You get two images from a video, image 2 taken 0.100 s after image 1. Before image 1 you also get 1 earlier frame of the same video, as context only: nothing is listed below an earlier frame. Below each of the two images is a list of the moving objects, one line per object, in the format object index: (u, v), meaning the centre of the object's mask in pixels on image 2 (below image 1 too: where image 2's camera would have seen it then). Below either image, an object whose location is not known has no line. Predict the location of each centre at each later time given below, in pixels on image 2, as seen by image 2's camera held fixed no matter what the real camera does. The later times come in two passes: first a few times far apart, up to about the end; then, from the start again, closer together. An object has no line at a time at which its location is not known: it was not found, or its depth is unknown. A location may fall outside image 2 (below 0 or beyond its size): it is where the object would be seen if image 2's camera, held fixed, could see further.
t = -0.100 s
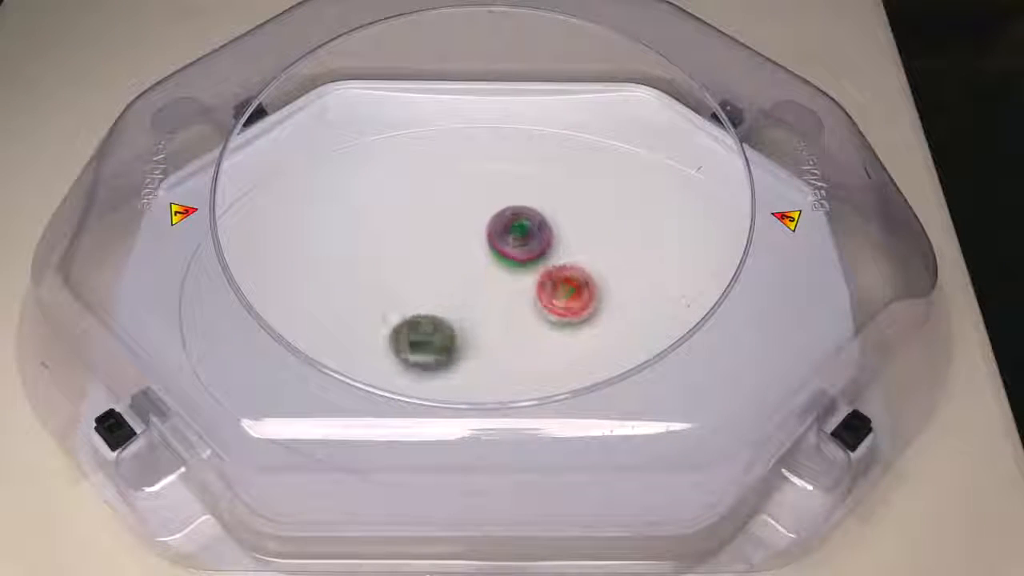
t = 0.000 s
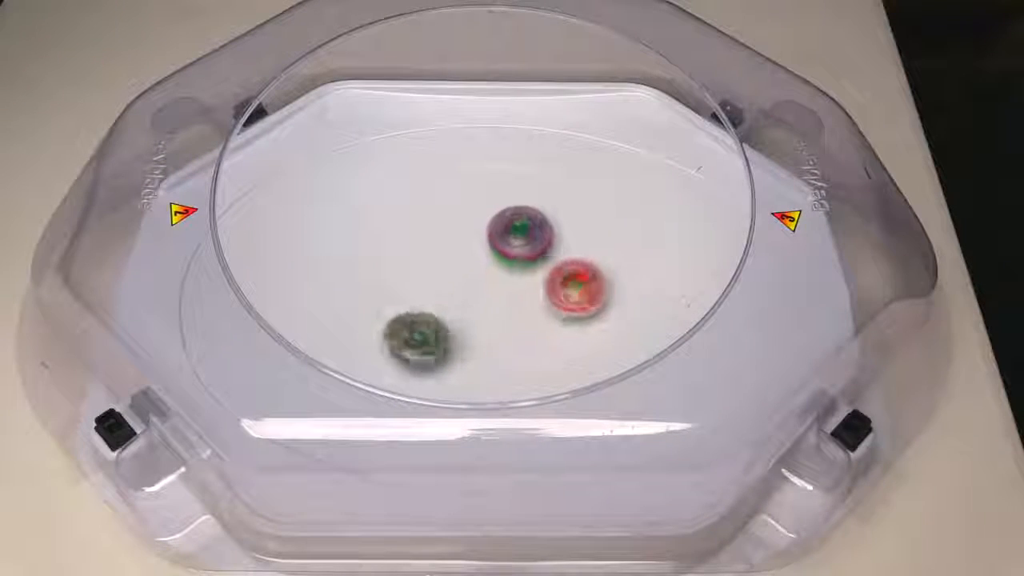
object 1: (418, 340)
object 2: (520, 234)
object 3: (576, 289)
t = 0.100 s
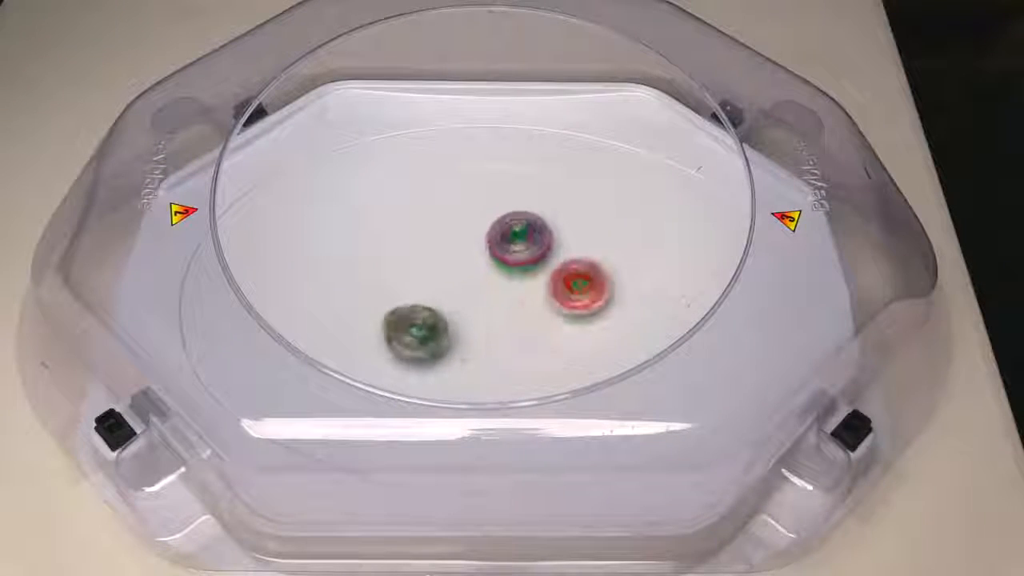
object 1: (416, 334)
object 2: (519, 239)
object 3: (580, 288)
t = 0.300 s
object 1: (430, 318)
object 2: (507, 261)
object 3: (577, 286)
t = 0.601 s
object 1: (455, 321)
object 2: (485, 268)
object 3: (564, 281)
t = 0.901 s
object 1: (476, 330)
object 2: (475, 254)
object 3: (559, 273)
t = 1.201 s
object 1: (492, 325)
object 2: (473, 264)
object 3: (553, 269)
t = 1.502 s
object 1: (497, 334)
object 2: (474, 257)
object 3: (543, 265)
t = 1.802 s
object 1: (511, 317)
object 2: (451, 267)
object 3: (544, 266)
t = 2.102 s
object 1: (493, 322)
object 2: (438, 257)
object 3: (553, 261)
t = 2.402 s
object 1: (490, 304)
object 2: (441, 266)
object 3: (538, 262)
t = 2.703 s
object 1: (483, 335)
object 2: (437, 268)
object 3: (539, 251)
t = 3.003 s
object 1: (492, 309)
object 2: (430, 278)
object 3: (517, 256)
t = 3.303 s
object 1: (511, 327)
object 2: (434, 276)
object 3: (497, 249)
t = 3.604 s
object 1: (496, 315)
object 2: (425, 290)
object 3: (491, 252)
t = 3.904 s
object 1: (499, 314)
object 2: (414, 284)
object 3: (484, 259)
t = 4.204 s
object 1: (495, 329)
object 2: (416, 280)
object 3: (484, 267)
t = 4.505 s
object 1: (497, 319)
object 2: (418, 296)
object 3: (483, 264)
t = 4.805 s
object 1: (507, 312)
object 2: (417, 296)
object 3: (502, 259)
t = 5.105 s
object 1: (503, 318)
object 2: (427, 305)
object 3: (514, 267)
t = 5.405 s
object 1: (501, 320)
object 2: (432, 306)
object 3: (518, 273)
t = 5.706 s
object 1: (506, 321)
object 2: (438, 302)
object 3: (517, 272)
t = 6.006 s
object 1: (509, 322)
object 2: (447, 295)
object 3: (517, 272)
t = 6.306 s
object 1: (510, 323)
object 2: (454, 293)
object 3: (518, 272)
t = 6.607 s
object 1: (510, 323)
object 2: (454, 287)
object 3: (518, 272)
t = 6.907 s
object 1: (509, 323)
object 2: (452, 292)
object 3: (517, 272)
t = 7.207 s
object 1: (510, 323)
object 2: (458, 288)
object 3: (518, 272)
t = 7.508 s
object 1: (510, 323)
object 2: (456, 298)
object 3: (519, 272)
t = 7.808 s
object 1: (510, 324)
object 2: (459, 286)
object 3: (520, 272)
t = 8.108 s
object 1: (512, 324)
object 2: (465, 287)
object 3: (520, 272)
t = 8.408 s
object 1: (512, 324)
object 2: (465, 287)
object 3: (520, 272)
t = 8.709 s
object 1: (512, 324)
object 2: (465, 288)
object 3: (520, 272)
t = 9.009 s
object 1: (512, 324)
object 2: (465, 287)
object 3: (520, 272)
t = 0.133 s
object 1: (417, 331)
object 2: (519, 242)
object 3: (580, 287)
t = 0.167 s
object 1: (417, 329)
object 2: (518, 244)
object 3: (580, 288)
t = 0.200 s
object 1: (420, 326)
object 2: (515, 248)
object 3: (580, 288)
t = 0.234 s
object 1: (423, 323)
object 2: (514, 251)
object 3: (580, 288)
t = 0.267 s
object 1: (425, 321)
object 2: (510, 254)
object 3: (579, 286)
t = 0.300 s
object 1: (430, 318)
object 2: (507, 261)
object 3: (577, 286)
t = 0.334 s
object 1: (433, 316)
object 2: (504, 264)
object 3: (576, 286)
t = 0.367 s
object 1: (438, 315)
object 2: (501, 267)
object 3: (574, 286)
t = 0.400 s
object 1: (444, 313)
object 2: (498, 270)
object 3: (572, 286)
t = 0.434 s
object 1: (447, 313)
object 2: (495, 272)
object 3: (569, 285)
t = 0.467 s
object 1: (447, 314)
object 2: (497, 271)
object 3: (567, 284)
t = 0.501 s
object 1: (446, 316)
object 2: (494, 271)
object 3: (567, 283)
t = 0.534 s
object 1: (449, 317)
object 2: (490, 270)
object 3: (568, 283)
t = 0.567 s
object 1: (452, 319)
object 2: (489, 269)
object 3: (566, 284)
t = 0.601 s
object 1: (455, 321)
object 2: (485, 268)
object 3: (564, 281)
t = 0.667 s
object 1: (459, 324)
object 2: (482, 264)
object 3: (563, 279)
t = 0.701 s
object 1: (463, 325)
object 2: (481, 259)
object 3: (562, 279)
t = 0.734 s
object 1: (464, 326)
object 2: (479, 258)
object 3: (561, 277)
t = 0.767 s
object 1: (467, 327)
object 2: (478, 256)
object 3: (560, 276)
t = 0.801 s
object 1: (470, 329)
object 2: (476, 255)
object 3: (561, 275)
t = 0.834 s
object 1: (472, 329)
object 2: (476, 254)
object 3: (560, 275)
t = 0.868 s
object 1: (474, 330)
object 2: (475, 254)
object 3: (559, 274)
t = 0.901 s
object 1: (476, 330)
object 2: (475, 254)
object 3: (559, 273)
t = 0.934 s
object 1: (477, 329)
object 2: (474, 253)
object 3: (559, 272)
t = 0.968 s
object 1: (478, 330)
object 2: (475, 254)
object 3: (559, 272)
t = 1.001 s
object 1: (480, 330)
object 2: (474, 255)
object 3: (558, 271)
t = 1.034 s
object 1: (482, 329)
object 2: (474, 256)
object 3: (556, 270)
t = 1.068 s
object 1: (483, 328)
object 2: (473, 257)
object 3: (555, 270)
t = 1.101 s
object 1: (488, 325)
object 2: (474, 259)
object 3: (555, 269)
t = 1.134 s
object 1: (489, 325)
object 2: (472, 262)
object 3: (555, 269)
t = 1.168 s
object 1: (491, 324)
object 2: (473, 263)
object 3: (554, 269)
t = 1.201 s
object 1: (492, 325)
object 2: (473, 264)
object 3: (553, 269)
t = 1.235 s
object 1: (493, 329)
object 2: (475, 259)
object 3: (552, 268)
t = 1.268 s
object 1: (494, 333)
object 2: (475, 256)
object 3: (552, 268)
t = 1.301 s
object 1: (495, 333)
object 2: (476, 256)
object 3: (551, 268)
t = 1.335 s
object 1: (496, 331)
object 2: (473, 256)
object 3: (549, 267)
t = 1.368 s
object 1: (497, 331)
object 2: (473, 254)
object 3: (548, 267)
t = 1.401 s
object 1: (496, 333)
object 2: (474, 254)
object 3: (547, 265)
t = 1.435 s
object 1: (496, 333)
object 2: (475, 255)
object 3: (546, 266)
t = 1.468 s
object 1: (497, 333)
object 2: (475, 256)
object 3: (545, 265)
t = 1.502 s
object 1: (497, 334)
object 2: (474, 257)
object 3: (543, 265)
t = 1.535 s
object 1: (497, 334)
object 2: (474, 258)
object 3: (543, 264)
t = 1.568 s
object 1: (499, 332)
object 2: (473, 259)
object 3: (542, 264)
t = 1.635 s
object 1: (501, 328)
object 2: (472, 264)
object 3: (540, 263)
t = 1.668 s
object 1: (501, 326)
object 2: (466, 267)
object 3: (544, 264)
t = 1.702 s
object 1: (504, 324)
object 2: (461, 268)
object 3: (547, 266)
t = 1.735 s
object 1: (506, 322)
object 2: (459, 268)
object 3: (545, 267)
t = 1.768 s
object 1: (509, 320)
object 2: (455, 268)
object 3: (544, 266)
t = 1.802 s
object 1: (511, 317)
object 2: (451, 267)
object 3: (544, 266)
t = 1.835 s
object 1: (512, 316)
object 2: (448, 267)
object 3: (544, 266)
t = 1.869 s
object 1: (512, 315)
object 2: (446, 265)
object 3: (545, 266)
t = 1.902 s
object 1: (511, 316)
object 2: (443, 264)
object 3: (549, 265)
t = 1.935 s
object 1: (503, 321)
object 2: (441, 263)
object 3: (554, 261)
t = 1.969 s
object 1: (499, 325)
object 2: (440, 261)
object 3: (559, 262)
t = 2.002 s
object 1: (495, 323)
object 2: (438, 259)
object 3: (558, 263)
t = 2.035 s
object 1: (496, 324)
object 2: (438, 258)
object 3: (557, 264)
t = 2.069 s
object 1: (496, 323)
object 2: (438, 258)
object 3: (556, 264)
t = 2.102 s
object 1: (493, 322)
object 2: (438, 257)
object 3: (553, 261)
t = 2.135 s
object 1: (492, 320)
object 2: (439, 257)
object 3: (553, 262)
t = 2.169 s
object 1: (490, 317)
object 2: (439, 256)
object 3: (553, 263)
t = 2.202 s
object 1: (489, 314)
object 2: (440, 257)
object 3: (551, 263)
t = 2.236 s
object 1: (488, 312)
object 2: (440, 259)
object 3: (549, 263)
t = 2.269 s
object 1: (488, 308)
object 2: (441, 260)
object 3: (547, 264)
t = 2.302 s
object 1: (488, 305)
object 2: (441, 261)
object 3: (544, 264)
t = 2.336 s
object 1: (491, 304)
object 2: (441, 261)
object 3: (542, 265)
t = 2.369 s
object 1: (491, 302)
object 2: (442, 262)
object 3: (539, 264)
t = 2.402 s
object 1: (490, 304)
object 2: (441, 266)
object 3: (538, 262)
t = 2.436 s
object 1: (486, 314)
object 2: (439, 263)
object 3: (542, 258)
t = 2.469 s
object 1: (486, 320)
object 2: (437, 263)
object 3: (544, 255)
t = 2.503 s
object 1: (486, 327)
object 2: (438, 263)
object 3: (543, 253)
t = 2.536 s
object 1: (486, 330)
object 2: (439, 264)
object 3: (544, 253)
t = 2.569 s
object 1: (488, 332)
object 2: (437, 267)
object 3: (543, 253)
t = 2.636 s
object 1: (484, 336)
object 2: (436, 268)
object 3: (540, 252)
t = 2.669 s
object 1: (483, 336)
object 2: (436, 265)
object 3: (540, 252)
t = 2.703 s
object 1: (483, 335)
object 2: (437, 268)
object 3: (539, 251)
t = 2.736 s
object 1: (481, 335)
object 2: (435, 269)
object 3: (538, 251)
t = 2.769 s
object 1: (482, 335)
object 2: (435, 272)
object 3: (537, 252)
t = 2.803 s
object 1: (482, 331)
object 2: (434, 274)
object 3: (536, 252)
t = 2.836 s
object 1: (481, 327)
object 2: (434, 274)
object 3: (534, 253)
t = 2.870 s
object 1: (481, 325)
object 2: (435, 275)
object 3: (532, 254)
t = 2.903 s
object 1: (482, 318)
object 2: (433, 275)
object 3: (529, 255)
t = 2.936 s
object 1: (484, 313)
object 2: (432, 277)
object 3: (525, 255)
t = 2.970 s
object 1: (486, 310)
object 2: (431, 279)
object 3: (521, 255)
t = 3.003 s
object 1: (492, 309)
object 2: (430, 278)
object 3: (517, 256)
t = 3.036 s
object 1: (493, 310)
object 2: (430, 277)
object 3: (513, 256)
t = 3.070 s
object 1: (499, 310)
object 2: (430, 276)
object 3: (510, 255)
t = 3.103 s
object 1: (502, 312)
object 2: (430, 276)
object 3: (506, 253)
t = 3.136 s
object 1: (506, 314)
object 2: (429, 275)
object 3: (504, 253)
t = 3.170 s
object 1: (508, 317)
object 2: (428, 274)
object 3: (500, 251)
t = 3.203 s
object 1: (512, 317)
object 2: (430, 272)
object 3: (499, 249)
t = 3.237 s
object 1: (512, 321)
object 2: (432, 273)
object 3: (499, 249)
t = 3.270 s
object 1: (511, 325)
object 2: (433, 275)
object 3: (498, 248)
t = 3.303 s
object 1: (511, 327)
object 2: (434, 276)
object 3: (497, 249)
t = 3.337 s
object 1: (510, 326)
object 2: (433, 278)
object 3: (496, 248)
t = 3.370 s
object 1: (507, 325)
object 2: (435, 278)
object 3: (492, 250)
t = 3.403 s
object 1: (506, 324)
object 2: (433, 280)
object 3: (493, 249)
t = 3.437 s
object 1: (503, 321)
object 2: (432, 282)
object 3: (494, 250)
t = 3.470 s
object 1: (501, 316)
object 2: (431, 285)
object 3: (492, 251)
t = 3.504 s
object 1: (501, 312)
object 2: (431, 287)
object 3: (490, 254)
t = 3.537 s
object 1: (502, 309)
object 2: (430, 287)
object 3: (489, 254)
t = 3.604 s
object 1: (496, 315)
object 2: (425, 290)
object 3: (491, 252)
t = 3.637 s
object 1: (492, 313)
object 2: (424, 290)
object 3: (490, 252)
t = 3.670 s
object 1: (491, 309)
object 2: (422, 288)
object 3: (488, 254)
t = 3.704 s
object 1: (494, 312)
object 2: (421, 288)
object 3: (486, 256)
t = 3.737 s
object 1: (496, 312)
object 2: (422, 286)
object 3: (484, 257)
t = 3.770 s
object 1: (497, 311)
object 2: (421, 285)
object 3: (482, 257)
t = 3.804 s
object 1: (498, 311)
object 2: (420, 285)
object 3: (481, 257)
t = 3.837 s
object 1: (497, 311)
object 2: (420, 284)
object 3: (480, 258)
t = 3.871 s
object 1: (499, 312)
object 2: (418, 283)
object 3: (480, 259)
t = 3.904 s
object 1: (499, 314)
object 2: (414, 284)
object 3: (484, 259)
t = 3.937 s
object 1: (499, 314)
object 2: (413, 283)
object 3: (488, 260)
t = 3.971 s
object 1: (498, 315)
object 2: (413, 279)
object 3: (488, 261)
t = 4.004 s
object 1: (498, 318)
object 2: (415, 279)
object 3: (487, 262)
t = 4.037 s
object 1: (497, 323)
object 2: (415, 283)
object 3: (487, 263)
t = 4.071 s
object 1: (497, 326)
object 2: (414, 283)
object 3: (488, 261)
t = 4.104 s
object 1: (497, 328)
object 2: (411, 282)
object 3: (488, 262)
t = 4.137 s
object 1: (496, 330)
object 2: (411, 281)
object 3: (487, 264)
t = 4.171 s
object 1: (496, 330)
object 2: (414, 280)
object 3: (484, 266)
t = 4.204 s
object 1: (495, 329)
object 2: (416, 280)
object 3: (484, 267)
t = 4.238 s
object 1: (495, 327)
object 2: (418, 281)
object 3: (485, 268)
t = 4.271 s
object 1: (493, 324)
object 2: (419, 284)
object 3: (484, 268)
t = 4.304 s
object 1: (493, 322)
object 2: (418, 285)
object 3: (484, 269)
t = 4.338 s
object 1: (491, 321)
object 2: (418, 286)
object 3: (484, 267)
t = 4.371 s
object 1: (492, 324)
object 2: (420, 289)
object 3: (484, 266)
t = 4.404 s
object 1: (493, 323)
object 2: (420, 290)
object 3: (484, 266)
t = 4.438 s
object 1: (493, 322)
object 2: (420, 292)
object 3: (484, 265)
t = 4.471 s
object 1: (496, 321)
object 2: (420, 295)
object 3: (483, 264)
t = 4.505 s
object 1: (497, 319)
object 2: (418, 296)
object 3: (483, 264)
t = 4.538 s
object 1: (499, 315)
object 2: (417, 296)
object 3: (482, 263)
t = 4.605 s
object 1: (505, 314)
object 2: (415, 297)
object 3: (482, 260)
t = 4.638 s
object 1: (506, 313)
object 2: (415, 296)
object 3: (484, 261)
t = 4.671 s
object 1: (507, 311)
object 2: (416, 296)
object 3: (487, 259)
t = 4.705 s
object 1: (508, 309)
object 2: (417, 297)
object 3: (488, 257)
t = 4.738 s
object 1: (508, 311)
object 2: (417, 297)
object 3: (491, 257)
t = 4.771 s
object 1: (507, 312)
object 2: (416, 297)
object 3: (495, 257)
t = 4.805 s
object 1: (507, 312)
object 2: (417, 296)
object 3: (502, 259)
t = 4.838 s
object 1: (506, 313)
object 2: (417, 295)
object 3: (499, 261)
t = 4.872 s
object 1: (505, 315)
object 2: (420, 295)
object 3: (498, 264)
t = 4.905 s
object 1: (505, 315)
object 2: (423, 296)
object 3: (497, 264)
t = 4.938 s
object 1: (505, 315)
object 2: (424, 297)
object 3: (499, 263)
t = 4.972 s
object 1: (505, 315)
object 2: (425, 299)
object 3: (501, 264)
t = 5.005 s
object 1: (505, 316)
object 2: (425, 302)
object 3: (505, 264)
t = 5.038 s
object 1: (505, 316)
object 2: (424, 302)
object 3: (508, 264)
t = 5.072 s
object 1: (504, 317)
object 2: (425, 304)
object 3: (512, 265)
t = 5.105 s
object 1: (503, 318)
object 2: (427, 305)
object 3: (514, 267)
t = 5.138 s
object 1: (501, 320)
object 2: (427, 304)
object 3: (515, 268)
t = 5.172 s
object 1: (500, 320)
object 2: (428, 304)
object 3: (517, 269)
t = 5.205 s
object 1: (500, 320)
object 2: (429, 306)
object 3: (517, 269)
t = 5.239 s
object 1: (500, 320)
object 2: (429, 307)
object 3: (517, 272)
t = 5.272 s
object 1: (500, 320)
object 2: (427, 306)
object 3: (518, 272)
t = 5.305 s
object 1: (500, 320)
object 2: (428, 306)
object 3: (518, 273)
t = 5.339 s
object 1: (500, 320)
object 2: (428, 306)
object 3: (519, 273)
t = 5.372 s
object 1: (501, 320)
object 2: (429, 305)
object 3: (519, 273)
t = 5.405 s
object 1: (501, 320)
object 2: (432, 306)
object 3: (518, 273)
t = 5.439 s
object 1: (501, 320)
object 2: (433, 307)
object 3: (518, 273)
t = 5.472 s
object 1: (501, 320)
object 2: (433, 308)
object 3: (518, 273)
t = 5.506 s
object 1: (501, 320)
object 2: (434, 308)
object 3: (518, 272)
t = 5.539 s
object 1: (501, 320)
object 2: (435, 308)
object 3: (518, 273)
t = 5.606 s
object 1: (502, 320)
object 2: (438, 306)
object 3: (518, 272)
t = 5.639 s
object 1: (504, 320)
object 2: (437, 304)
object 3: (518, 272)
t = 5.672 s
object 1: (505, 321)
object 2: (437, 304)
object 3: (517, 272)
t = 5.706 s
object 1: (506, 321)
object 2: (438, 302)
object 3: (517, 272)
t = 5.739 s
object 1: (506, 321)
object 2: (440, 300)
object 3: (518, 272)
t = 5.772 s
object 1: (506, 321)
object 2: (440, 298)
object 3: (518, 272)
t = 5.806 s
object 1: (506, 321)
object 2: (441, 299)
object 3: (518, 272)
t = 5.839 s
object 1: (506, 321)
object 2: (443, 297)
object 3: (518, 272)
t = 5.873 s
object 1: (506, 321)
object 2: (444, 296)
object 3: (518, 272)
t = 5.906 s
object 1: (506, 321)
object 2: (445, 295)
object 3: (518, 272)
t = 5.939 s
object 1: (506, 321)
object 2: (446, 295)
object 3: (518, 272)
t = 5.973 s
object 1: (508, 322)
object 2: (448, 295)
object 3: (517, 272)
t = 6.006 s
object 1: (509, 322)
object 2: (447, 295)
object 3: (517, 272)
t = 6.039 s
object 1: (510, 323)
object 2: (444, 293)
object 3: (517, 272)
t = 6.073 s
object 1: (510, 323)
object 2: (446, 289)
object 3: (517, 272)
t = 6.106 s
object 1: (510, 323)
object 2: (449, 288)
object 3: (517, 272)
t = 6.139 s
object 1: (510, 323)
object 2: (452, 291)
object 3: (517, 272)
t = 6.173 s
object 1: (509, 323)
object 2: (455, 292)
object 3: (517, 272)
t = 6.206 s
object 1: (510, 323)
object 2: (456, 294)
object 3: (518, 272)
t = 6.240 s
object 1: (510, 323)
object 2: (454, 292)
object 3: (518, 272)
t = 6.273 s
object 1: (510, 323)
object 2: (454, 293)
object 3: (518, 272)
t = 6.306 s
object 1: (510, 323)
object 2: (454, 293)
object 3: (518, 272)
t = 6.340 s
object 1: (510, 323)
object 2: (455, 292)
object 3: (518, 272)
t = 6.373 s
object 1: (510, 323)
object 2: (456, 293)
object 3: (518, 272)
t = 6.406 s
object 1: (510, 323)
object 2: (456, 292)
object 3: (518, 272)
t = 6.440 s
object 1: (510, 323)
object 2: (456, 291)
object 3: (518, 272)
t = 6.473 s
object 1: (510, 323)
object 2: (456, 290)
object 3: (517, 272)
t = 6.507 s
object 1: (510, 323)
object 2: (457, 289)
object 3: (518, 272)
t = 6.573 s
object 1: (510, 323)
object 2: (456, 288)
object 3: (518, 272)
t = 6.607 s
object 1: (510, 323)
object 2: (454, 287)
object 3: (518, 272)
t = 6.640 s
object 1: (510, 323)
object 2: (452, 287)
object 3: (517, 272)
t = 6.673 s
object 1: (509, 323)
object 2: (449, 288)
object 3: (517, 272)
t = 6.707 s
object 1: (509, 323)
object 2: (448, 289)
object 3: (517, 272)
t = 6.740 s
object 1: (509, 323)
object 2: (448, 291)
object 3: (517, 272)
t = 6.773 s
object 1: (509, 323)
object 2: (448, 291)
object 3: (517, 272)
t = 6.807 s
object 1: (509, 323)
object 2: (448, 291)
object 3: (517, 272)
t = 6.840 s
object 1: (509, 323)
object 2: (448, 291)
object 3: (517, 272)
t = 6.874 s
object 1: (510, 323)
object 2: (450, 291)
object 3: (517, 272)
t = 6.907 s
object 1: (509, 323)
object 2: (452, 292)
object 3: (517, 272)
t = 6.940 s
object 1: (510, 323)
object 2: (454, 293)
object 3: (517, 272)
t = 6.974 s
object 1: (510, 323)
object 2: (453, 294)
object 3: (517, 272)
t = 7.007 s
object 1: (510, 323)
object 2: (453, 294)
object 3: (517, 272)
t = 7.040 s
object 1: (509, 323)
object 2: (455, 293)
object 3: (517, 272)
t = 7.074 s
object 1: (510, 323)
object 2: (456, 293)
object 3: (517, 272)
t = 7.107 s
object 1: (510, 323)
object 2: (457, 293)
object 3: (517, 272)
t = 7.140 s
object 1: (510, 323)
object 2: (457, 291)
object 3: (517, 272)
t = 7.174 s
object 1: (509, 323)
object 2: (457, 290)
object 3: (517, 272)
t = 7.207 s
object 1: (510, 323)
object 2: (458, 288)
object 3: (518, 272)
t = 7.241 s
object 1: (510, 323)
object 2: (459, 289)
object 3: (518, 272)
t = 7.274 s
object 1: (510, 323)
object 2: (458, 289)
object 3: (519, 272)
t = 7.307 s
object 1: (510, 323)
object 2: (457, 289)
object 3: (519, 272)
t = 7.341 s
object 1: (510, 323)
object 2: (456, 292)
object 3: (519, 272)
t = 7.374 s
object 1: (510, 323)
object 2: (455, 294)
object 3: (519, 272)
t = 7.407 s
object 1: (510, 323)
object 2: (454, 295)
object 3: (518, 272)
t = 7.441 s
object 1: (510, 323)
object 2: (455, 297)
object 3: (518, 272)
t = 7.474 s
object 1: (510, 323)
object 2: (456, 298)
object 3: (518, 272)
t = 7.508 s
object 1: (510, 323)
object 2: (456, 298)
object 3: (519, 272)
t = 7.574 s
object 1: (510, 323)
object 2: (457, 296)
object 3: (519, 272)
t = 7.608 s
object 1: (510, 323)
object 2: (457, 294)
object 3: (519, 272)
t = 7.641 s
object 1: (511, 324)
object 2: (458, 291)
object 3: (519, 272)
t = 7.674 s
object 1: (511, 324)
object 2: (459, 290)
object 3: (519, 272)
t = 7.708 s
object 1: (511, 324)
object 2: (459, 289)
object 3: (519, 272)
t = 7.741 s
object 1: (511, 324)
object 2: (458, 287)
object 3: (520, 272)
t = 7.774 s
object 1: (510, 323)
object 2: (458, 286)
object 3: (520, 272)
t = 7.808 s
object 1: (510, 324)
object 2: (459, 286)
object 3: (520, 272)
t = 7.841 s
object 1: (511, 324)
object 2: (460, 286)
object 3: (520, 272)
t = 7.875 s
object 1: (511, 324)
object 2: (460, 286)
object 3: (520, 272)
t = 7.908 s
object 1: (511, 324)
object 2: (462, 286)
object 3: (520, 272)
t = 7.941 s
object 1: (510, 323)
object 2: (464, 287)
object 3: (521, 272)
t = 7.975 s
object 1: (512, 324)
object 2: (464, 288)
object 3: (522, 272)
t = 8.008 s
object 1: (512, 324)
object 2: (465, 288)
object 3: (521, 272)
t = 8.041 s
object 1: (512, 324)
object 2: (464, 288)
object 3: (520, 272)
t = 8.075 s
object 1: (512, 324)
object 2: (465, 287)
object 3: (521, 272)
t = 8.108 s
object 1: (512, 324)
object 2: (465, 287)
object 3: (520, 272)
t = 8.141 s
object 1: (512, 324)
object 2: (465, 287)
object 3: (521, 272)
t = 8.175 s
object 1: (512, 324)
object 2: (465, 287)
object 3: (521, 272)
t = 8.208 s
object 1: (512, 324)
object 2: (465, 288)
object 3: (521, 272)
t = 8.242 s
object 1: (512, 324)
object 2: (465, 288)
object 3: (521, 272)
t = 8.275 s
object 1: (512, 324)
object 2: (465, 287)
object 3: (520, 272)
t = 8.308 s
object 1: (512, 324)
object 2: (465, 287)
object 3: (520, 272)
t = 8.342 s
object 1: (512, 324)
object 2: (465, 287)
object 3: (520, 272)
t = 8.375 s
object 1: (512, 324)
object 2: (465, 287)
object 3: (520, 272)
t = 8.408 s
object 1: (512, 324)
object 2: (465, 287)
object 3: (520, 272)
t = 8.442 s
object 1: (512, 324)
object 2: (465, 287)
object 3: (520, 272)
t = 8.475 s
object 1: (512, 324)
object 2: (465, 287)
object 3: (520, 272)
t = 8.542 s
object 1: (512, 324)
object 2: (465, 287)
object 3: (520, 272)
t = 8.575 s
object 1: (512, 324)
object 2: (465, 287)
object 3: (520, 272)
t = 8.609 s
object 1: (512, 324)
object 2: (465, 287)
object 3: (520, 272)
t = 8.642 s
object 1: (512, 324)
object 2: (465, 287)
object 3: (520, 272)
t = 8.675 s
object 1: (512, 324)
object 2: (465, 287)
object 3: (520, 272)
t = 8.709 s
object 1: (512, 324)
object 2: (465, 288)
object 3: (520, 272)
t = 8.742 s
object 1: (512, 324)
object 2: (465, 287)
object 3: (520, 272)
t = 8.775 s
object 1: (512, 324)
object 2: (465, 287)
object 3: (519, 272)
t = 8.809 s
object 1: (512, 324)
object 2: (465, 287)
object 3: (520, 272)
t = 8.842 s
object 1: (512, 324)
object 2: (465, 287)
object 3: (520, 272)
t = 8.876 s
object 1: (512, 324)
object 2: (465, 287)
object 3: (520, 272)
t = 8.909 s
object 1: (512, 324)
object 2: (466, 287)
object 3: (520, 272)
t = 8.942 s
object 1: (512, 324)
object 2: (465, 287)
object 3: (520, 272)
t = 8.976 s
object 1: (512, 324)
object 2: (465, 287)
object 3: (520, 272)
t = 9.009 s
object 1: (512, 324)
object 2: (465, 287)
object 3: (520, 272)
